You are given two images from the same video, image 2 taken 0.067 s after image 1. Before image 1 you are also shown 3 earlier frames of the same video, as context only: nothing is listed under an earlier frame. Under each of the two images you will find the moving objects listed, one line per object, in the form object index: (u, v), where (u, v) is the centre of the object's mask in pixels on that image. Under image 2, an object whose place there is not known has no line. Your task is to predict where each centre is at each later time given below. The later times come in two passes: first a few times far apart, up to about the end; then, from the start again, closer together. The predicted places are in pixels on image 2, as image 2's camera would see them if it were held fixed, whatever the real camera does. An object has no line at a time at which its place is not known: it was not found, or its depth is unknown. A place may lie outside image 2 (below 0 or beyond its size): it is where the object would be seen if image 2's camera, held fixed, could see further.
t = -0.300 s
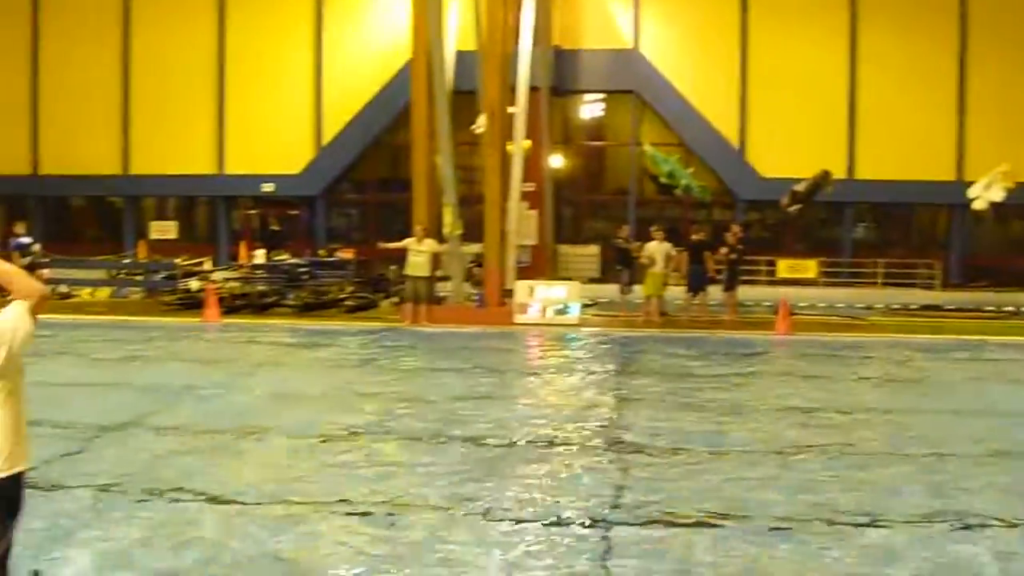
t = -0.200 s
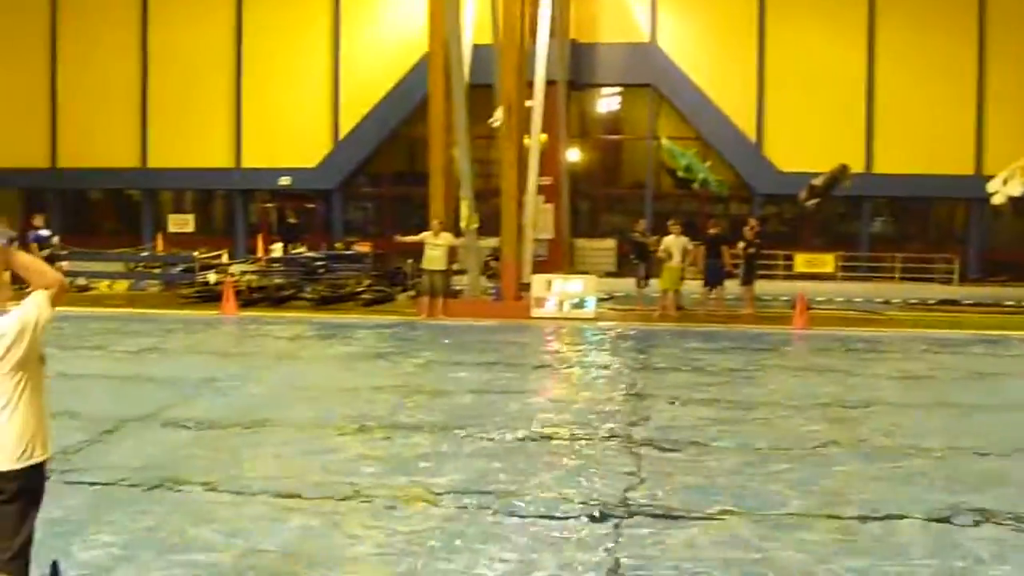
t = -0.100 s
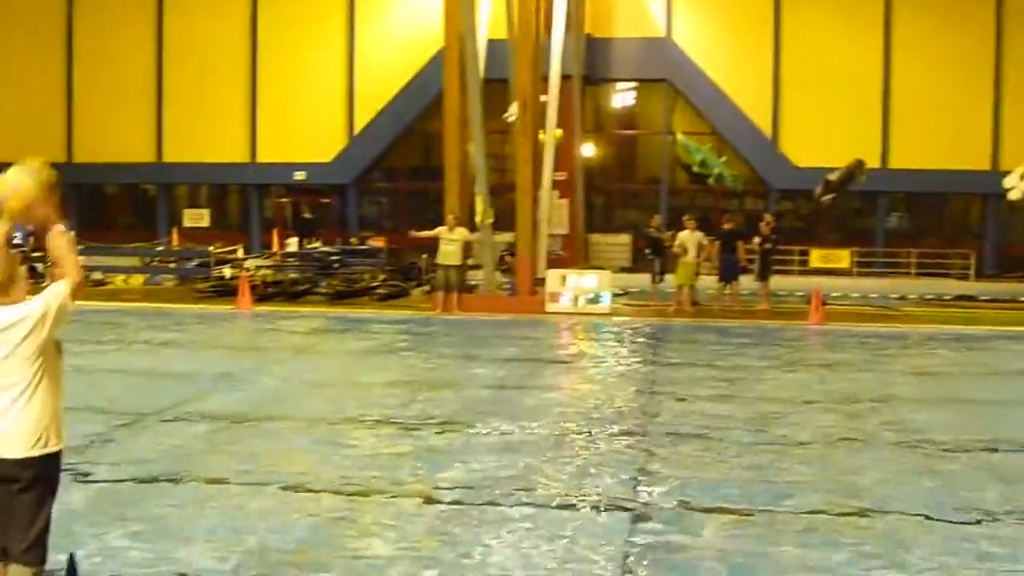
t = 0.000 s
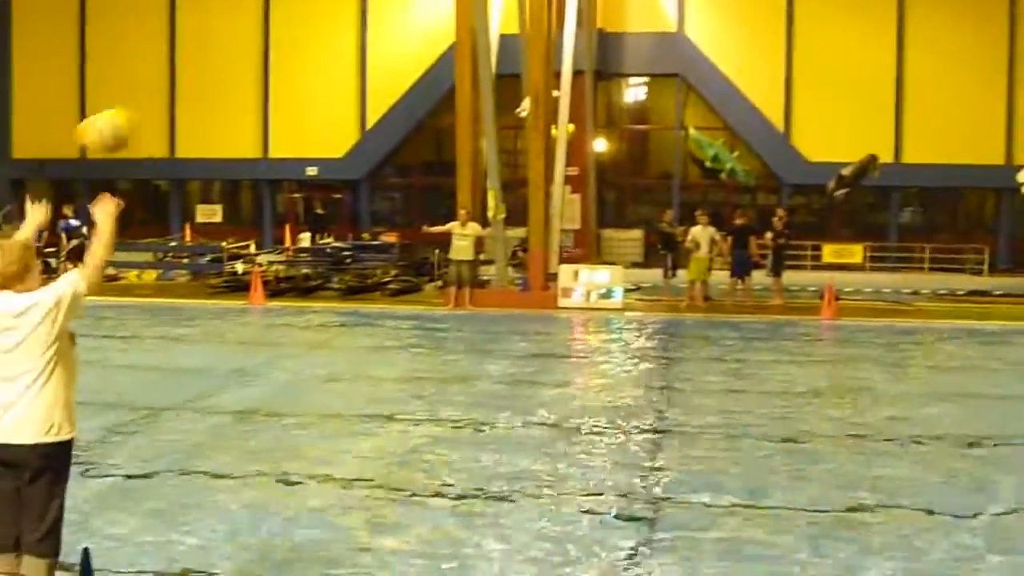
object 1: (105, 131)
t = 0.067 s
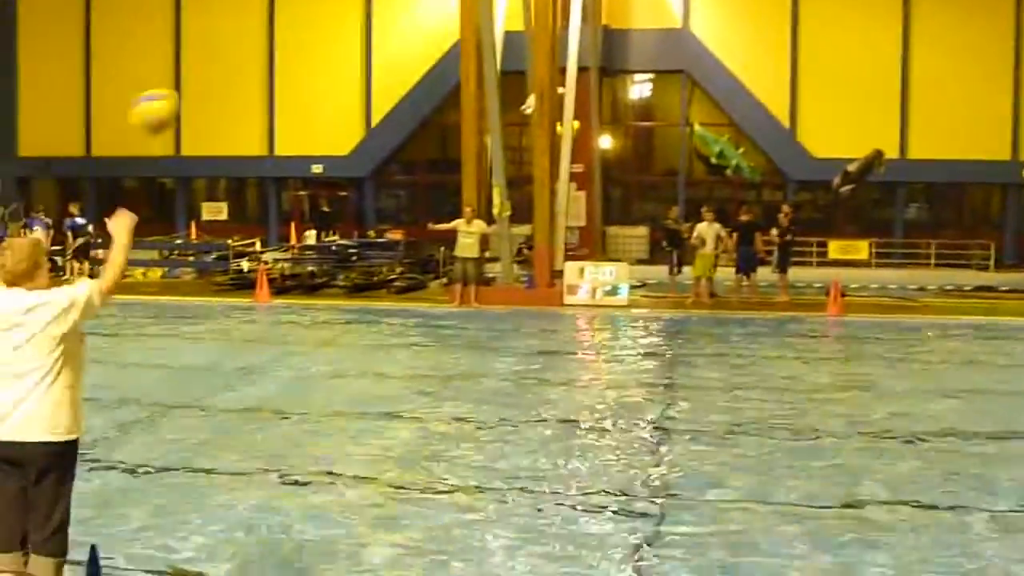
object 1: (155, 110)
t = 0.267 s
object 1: (249, 111)
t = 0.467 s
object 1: (314, 168)
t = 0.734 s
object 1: (375, 285)
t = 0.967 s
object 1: (411, 396)
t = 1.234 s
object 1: (423, 383)
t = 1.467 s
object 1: (434, 379)
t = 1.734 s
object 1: (444, 382)
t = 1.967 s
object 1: (453, 380)
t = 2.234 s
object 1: (460, 380)
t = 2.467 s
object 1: (468, 381)
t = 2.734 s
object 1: (476, 379)
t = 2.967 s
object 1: (481, 378)
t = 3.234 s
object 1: (484, 378)
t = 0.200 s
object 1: (221, 103)
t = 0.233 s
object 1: (236, 106)
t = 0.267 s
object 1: (249, 111)
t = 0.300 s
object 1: (261, 118)
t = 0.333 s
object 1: (273, 126)
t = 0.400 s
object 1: (296, 145)
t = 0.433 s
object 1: (305, 156)
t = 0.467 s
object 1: (314, 168)
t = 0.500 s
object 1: (323, 179)
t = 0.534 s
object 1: (331, 192)
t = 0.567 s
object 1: (340, 207)
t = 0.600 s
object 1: (347, 221)
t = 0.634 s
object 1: (354, 235)
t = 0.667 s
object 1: (361, 251)
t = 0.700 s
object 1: (368, 269)
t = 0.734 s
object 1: (375, 285)
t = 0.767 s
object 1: (381, 302)
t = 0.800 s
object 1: (387, 319)
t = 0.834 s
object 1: (393, 337)
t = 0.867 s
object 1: (398, 357)
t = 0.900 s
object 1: (402, 377)
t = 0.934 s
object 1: (410, 392)
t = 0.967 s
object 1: (411, 396)
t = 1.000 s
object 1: (412, 397)
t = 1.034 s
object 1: (414, 397)
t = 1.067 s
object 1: (415, 398)
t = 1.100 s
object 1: (417, 398)
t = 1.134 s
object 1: (418, 397)
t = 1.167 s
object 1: (419, 394)
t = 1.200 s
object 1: (422, 388)
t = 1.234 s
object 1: (423, 383)
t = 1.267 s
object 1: (424, 379)
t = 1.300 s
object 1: (426, 376)
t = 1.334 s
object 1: (427, 375)
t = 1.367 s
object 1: (429, 375)
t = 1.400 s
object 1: (431, 375)
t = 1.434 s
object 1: (433, 377)
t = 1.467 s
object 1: (434, 379)
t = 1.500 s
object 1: (436, 381)
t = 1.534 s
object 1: (437, 381)
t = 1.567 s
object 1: (439, 382)
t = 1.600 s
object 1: (440, 383)
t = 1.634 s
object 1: (442, 383)
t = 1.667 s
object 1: (444, 382)
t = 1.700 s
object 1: (443, 382)
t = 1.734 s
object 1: (444, 382)
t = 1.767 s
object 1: (446, 381)
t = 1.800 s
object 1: (447, 380)
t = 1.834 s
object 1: (448, 379)
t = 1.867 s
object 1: (449, 379)
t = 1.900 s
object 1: (451, 379)
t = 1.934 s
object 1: (451, 379)
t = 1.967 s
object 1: (453, 380)
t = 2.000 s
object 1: (454, 380)
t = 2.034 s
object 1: (455, 380)
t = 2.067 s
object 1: (456, 380)
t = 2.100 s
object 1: (457, 380)
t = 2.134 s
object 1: (458, 380)
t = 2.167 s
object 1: (459, 380)
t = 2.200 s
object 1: (460, 380)
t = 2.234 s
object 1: (460, 380)
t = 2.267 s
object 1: (461, 380)
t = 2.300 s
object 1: (462, 381)
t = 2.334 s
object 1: (464, 380)
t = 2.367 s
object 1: (464, 381)
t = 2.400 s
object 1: (465, 381)
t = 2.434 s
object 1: (467, 382)
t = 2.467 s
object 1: (468, 381)
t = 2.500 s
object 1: (469, 381)
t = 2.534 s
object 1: (469, 381)
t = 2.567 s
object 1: (471, 381)
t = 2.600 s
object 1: (472, 380)
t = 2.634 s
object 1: (473, 380)
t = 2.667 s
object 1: (474, 380)
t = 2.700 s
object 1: (475, 379)
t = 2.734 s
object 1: (476, 379)
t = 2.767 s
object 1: (477, 379)
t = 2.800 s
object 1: (478, 378)
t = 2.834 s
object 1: (479, 378)
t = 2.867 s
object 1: (479, 378)
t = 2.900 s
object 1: (480, 378)
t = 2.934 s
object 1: (480, 378)
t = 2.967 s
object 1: (481, 378)
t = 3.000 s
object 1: (481, 378)
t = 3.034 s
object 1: (482, 378)
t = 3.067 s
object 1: (482, 378)
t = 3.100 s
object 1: (482, 378)
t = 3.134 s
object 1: (483, 379)
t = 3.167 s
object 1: (483, 378)
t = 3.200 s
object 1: (484, 378)
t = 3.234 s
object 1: (484, 378)
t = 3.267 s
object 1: (484, 378)
